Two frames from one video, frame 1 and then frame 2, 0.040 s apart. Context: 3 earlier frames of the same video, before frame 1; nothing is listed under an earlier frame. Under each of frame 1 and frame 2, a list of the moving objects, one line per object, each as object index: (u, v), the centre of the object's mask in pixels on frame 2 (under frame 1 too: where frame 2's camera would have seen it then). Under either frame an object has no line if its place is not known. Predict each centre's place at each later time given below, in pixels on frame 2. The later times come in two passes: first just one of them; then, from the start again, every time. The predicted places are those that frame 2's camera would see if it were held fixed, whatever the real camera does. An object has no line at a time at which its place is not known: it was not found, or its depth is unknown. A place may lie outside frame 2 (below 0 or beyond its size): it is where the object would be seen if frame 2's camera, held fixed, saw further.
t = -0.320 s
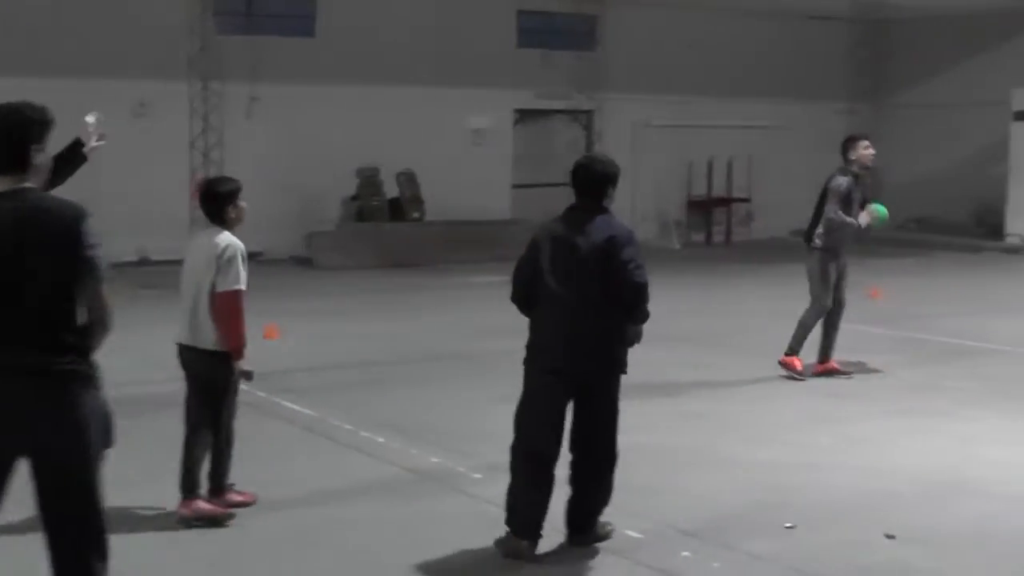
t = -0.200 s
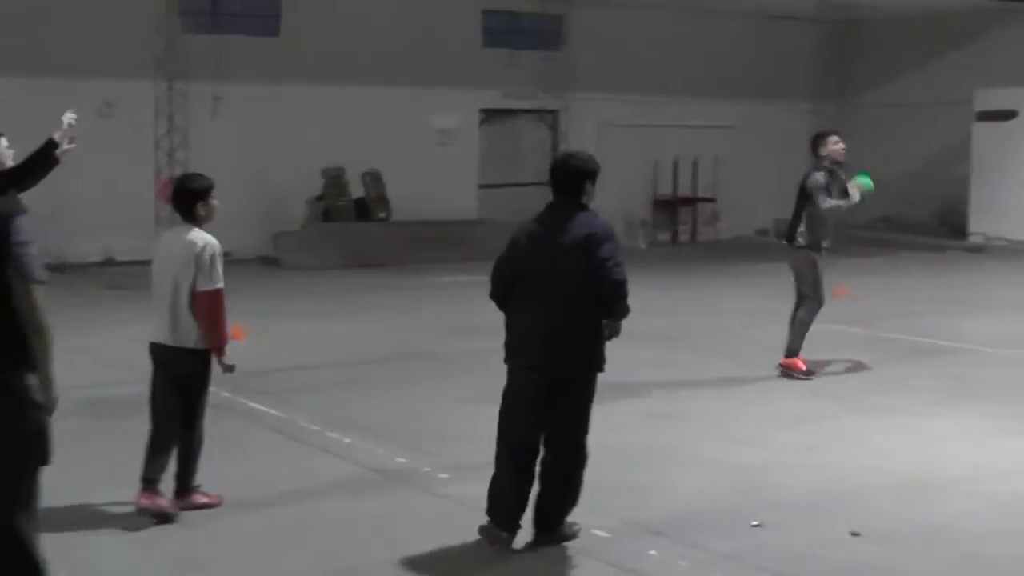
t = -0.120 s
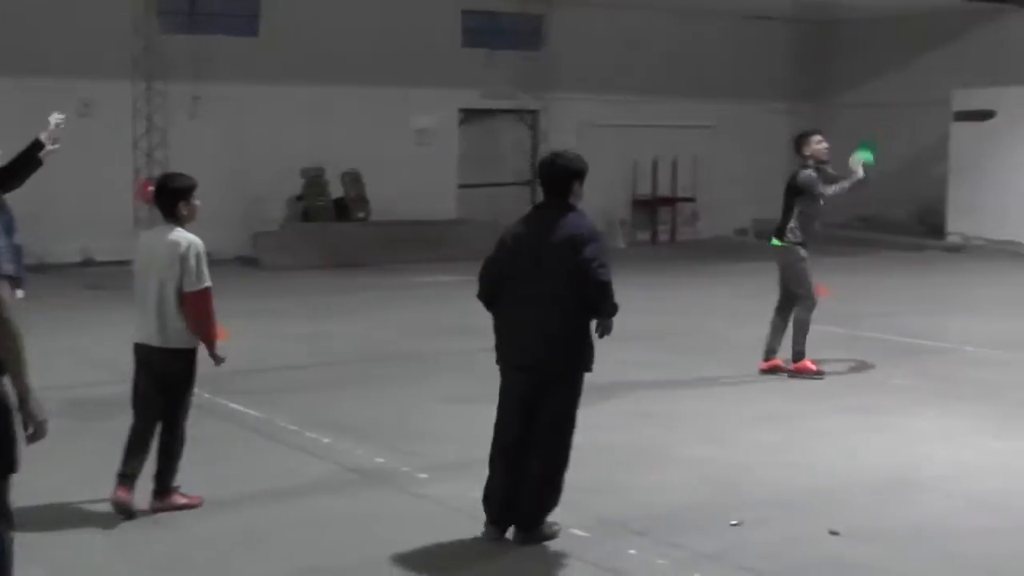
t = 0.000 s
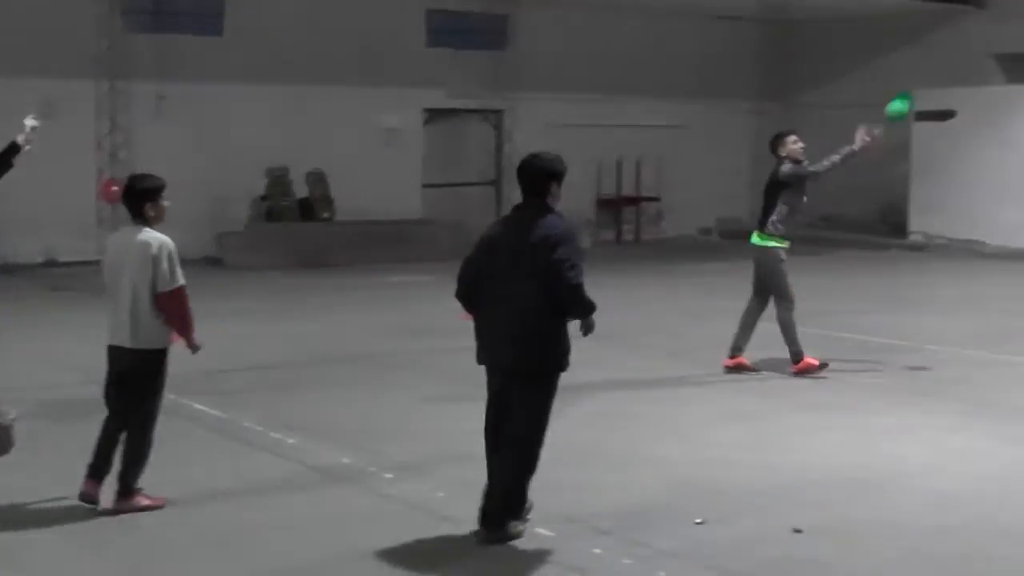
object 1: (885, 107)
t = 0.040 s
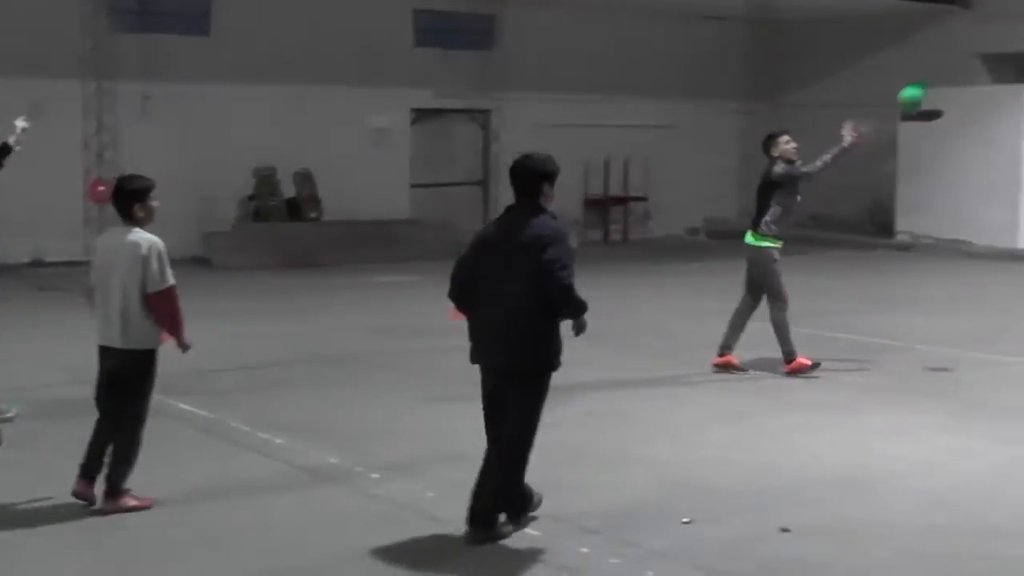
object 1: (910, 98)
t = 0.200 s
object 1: (1019, 64)
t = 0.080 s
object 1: (938, 86)
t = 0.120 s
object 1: (964, 77)
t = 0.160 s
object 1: (992, 69)
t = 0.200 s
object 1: (1019, 64)
